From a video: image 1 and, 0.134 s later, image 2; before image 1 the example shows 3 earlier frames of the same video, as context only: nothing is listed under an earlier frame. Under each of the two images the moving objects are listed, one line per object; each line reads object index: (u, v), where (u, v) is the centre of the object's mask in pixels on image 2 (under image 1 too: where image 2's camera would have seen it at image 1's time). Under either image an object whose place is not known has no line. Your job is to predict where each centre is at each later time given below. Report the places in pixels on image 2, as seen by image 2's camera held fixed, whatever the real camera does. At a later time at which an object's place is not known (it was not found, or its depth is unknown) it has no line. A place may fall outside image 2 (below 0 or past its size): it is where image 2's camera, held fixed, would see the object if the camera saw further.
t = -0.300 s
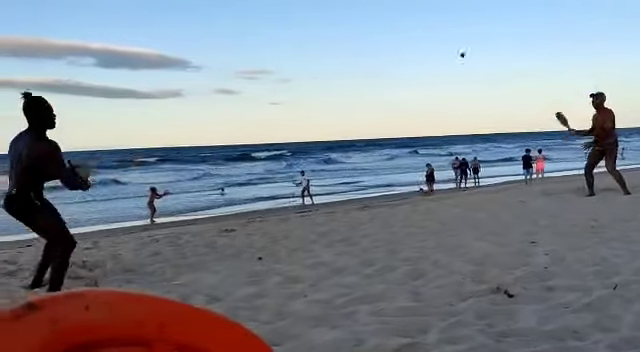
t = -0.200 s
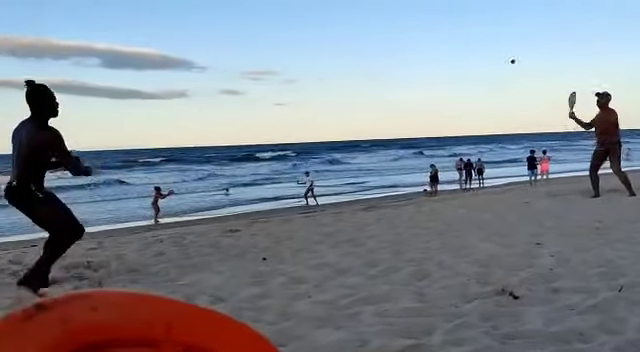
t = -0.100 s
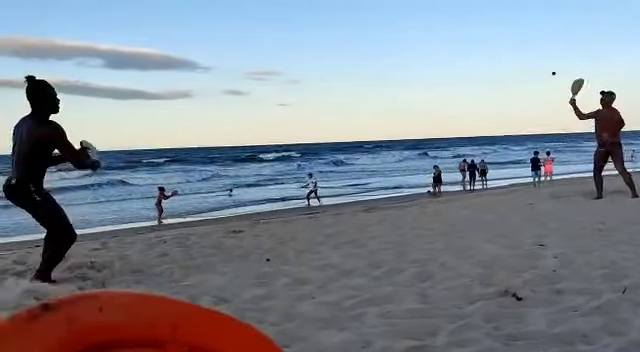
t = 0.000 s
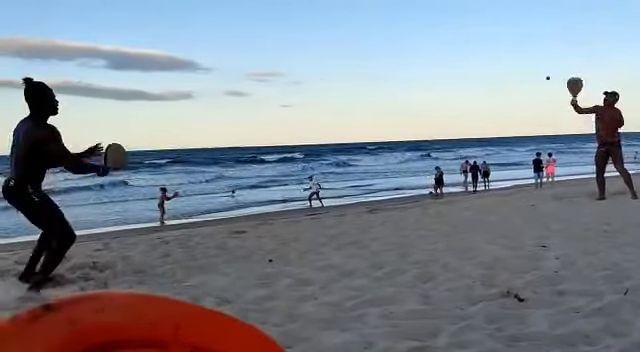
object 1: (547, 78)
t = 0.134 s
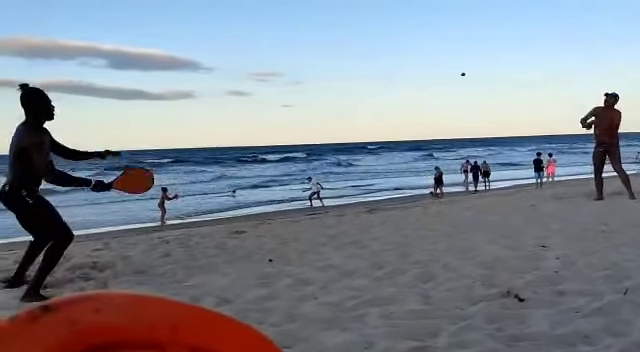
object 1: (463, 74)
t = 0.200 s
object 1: (411, 77)
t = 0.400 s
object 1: (196, 116)
